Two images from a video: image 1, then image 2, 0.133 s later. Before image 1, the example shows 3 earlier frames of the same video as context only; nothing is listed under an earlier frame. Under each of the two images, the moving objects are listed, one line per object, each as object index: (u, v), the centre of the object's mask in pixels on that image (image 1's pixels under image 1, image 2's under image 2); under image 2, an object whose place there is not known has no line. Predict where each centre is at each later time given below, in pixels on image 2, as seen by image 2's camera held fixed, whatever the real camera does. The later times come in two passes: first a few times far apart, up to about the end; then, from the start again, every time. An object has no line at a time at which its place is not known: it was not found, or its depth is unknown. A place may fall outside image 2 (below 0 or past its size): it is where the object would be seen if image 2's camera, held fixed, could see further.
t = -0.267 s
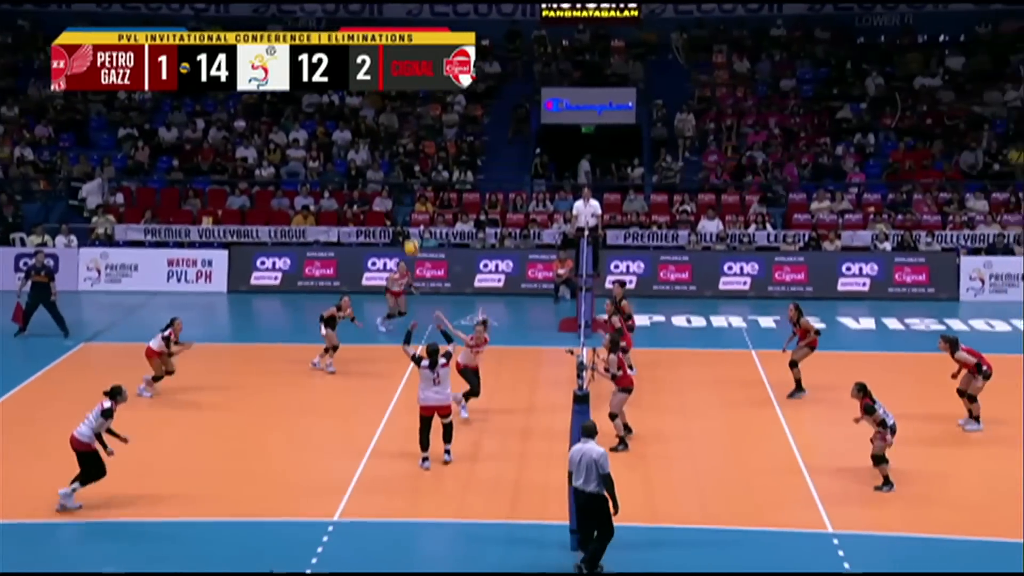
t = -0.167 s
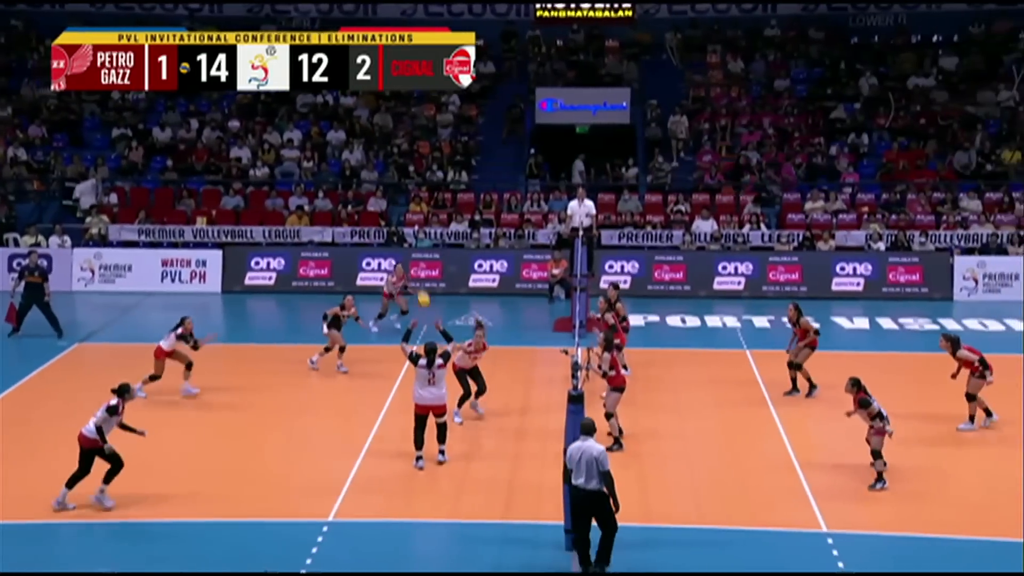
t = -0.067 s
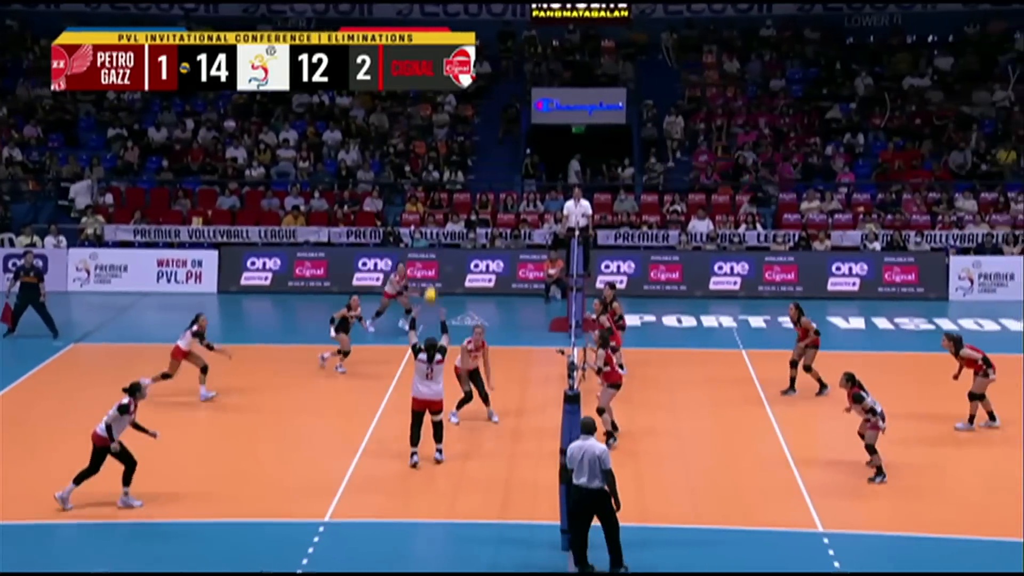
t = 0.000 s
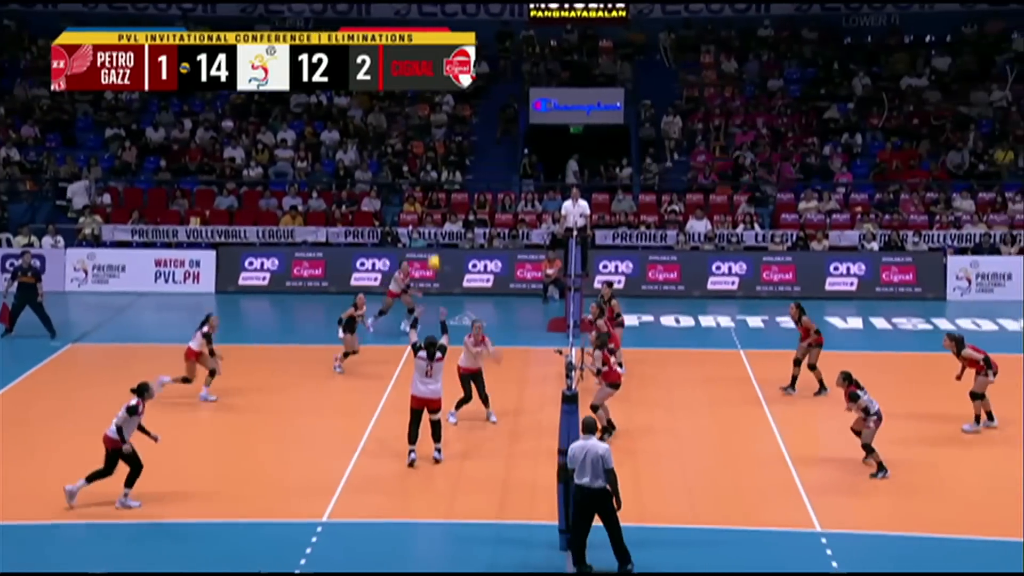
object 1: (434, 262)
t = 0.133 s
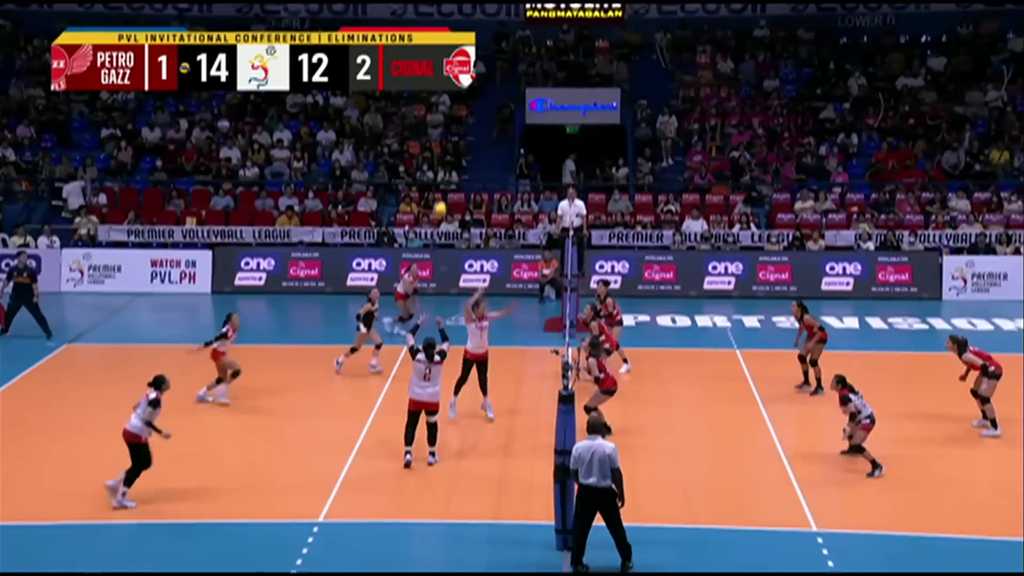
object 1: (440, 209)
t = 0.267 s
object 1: (449, 171)
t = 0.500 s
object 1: (462, 136)
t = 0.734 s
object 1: (475, 137)
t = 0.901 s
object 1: (483, 157)
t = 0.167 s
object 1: (442, 199)
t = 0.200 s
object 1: (444, 189)
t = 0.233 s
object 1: (446, 180)
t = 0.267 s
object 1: (449, 171)
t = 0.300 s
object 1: (450, 163)
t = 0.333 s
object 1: (453, 158)
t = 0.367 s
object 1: (454, 152)
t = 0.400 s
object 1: (456, 146)
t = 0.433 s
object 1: (458, 142)
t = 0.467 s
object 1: (460, 139)
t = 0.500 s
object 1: (462, 136)
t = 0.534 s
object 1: (464, 134)
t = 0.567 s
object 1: (466, 133)
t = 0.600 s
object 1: (468, 132)
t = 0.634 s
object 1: (470, 132)
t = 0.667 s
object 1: (471, 133)
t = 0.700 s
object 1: (473, 134)
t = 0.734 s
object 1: (475, 137)
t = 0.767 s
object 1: (476, 140)
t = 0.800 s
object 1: (478, 143)
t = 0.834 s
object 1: (480, 147)
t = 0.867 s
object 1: (481, 152)
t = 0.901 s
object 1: (483, 157)
